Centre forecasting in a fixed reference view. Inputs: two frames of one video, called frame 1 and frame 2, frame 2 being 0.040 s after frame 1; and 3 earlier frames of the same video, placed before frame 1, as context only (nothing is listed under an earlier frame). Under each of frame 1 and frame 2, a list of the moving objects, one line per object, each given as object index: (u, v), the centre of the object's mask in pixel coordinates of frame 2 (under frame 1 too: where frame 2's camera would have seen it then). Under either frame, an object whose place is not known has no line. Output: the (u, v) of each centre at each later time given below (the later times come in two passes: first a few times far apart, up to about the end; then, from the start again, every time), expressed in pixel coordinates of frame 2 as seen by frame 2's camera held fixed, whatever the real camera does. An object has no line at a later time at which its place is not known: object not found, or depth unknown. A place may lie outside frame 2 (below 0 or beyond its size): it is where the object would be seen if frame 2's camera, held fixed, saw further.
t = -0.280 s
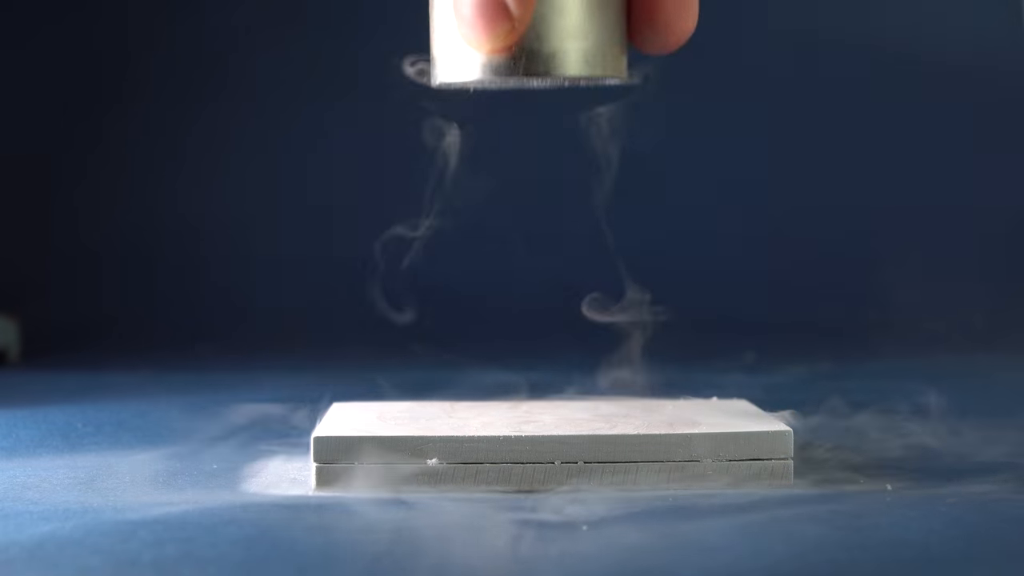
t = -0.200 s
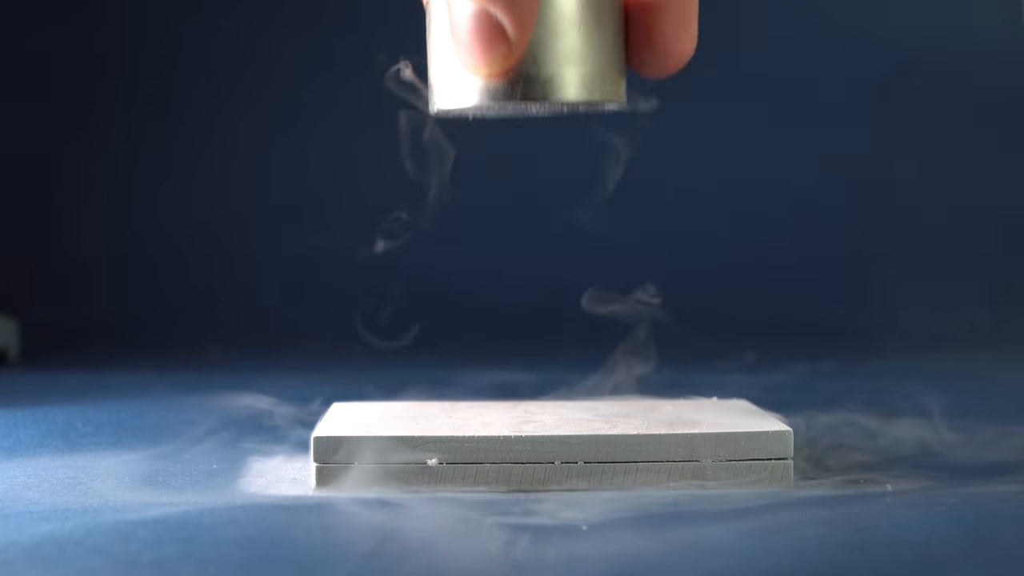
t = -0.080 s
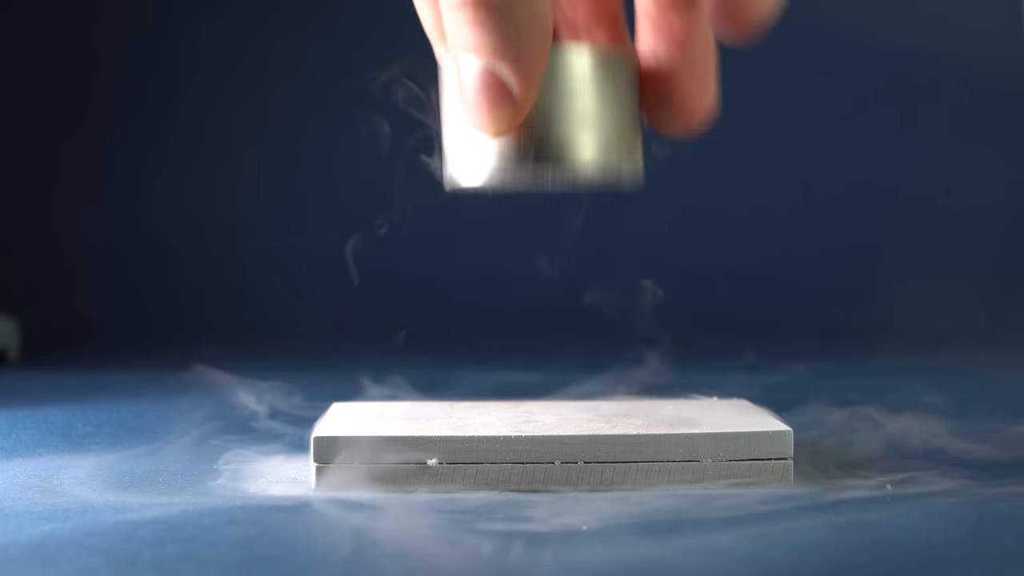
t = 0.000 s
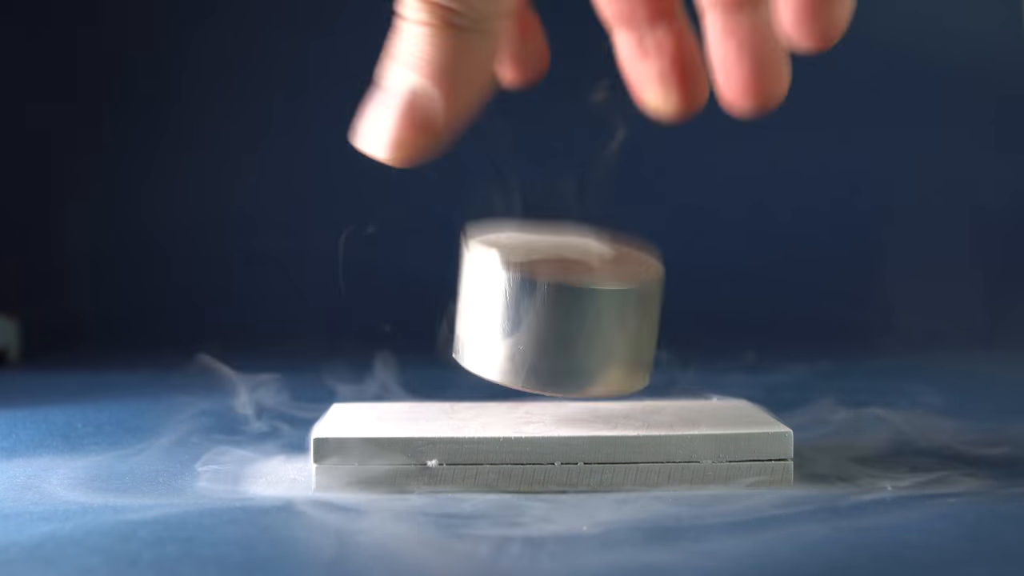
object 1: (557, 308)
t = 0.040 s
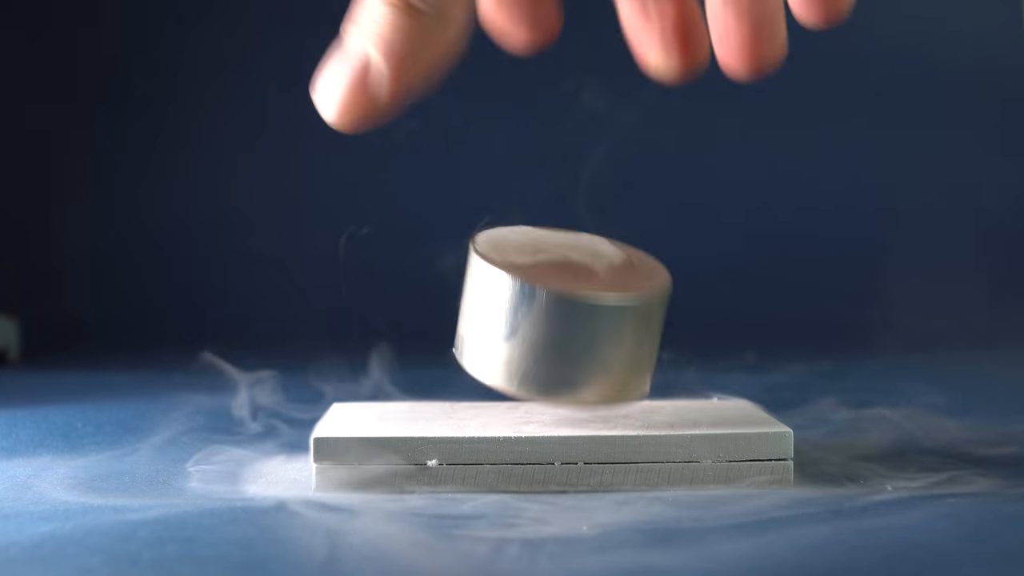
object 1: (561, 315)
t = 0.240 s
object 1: (560, 349)
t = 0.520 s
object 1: (559, 366)
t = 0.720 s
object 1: (559, 366)
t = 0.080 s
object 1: (563, 326)
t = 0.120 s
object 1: (563, 332)
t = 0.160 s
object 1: (561, 338)
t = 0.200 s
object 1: (560, 344)
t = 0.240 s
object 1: (560, 349)
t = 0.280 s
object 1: (560, 353)
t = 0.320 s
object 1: (560, 359)
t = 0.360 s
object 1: (559, 362)
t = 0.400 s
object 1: (559, 364)
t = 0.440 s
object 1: (559, 366)
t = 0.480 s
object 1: (559, 366)
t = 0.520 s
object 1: (559, 366)
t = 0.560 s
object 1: (558, 366)
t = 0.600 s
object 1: (559, 366)
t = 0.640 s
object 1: (559, 366)
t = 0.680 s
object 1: (559, 366)
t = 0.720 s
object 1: (559, 366)
